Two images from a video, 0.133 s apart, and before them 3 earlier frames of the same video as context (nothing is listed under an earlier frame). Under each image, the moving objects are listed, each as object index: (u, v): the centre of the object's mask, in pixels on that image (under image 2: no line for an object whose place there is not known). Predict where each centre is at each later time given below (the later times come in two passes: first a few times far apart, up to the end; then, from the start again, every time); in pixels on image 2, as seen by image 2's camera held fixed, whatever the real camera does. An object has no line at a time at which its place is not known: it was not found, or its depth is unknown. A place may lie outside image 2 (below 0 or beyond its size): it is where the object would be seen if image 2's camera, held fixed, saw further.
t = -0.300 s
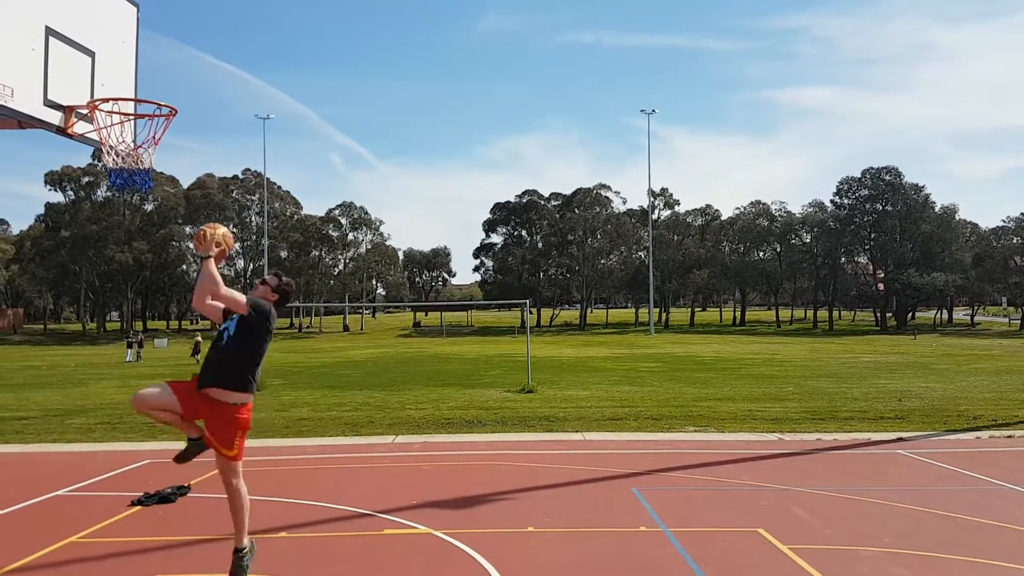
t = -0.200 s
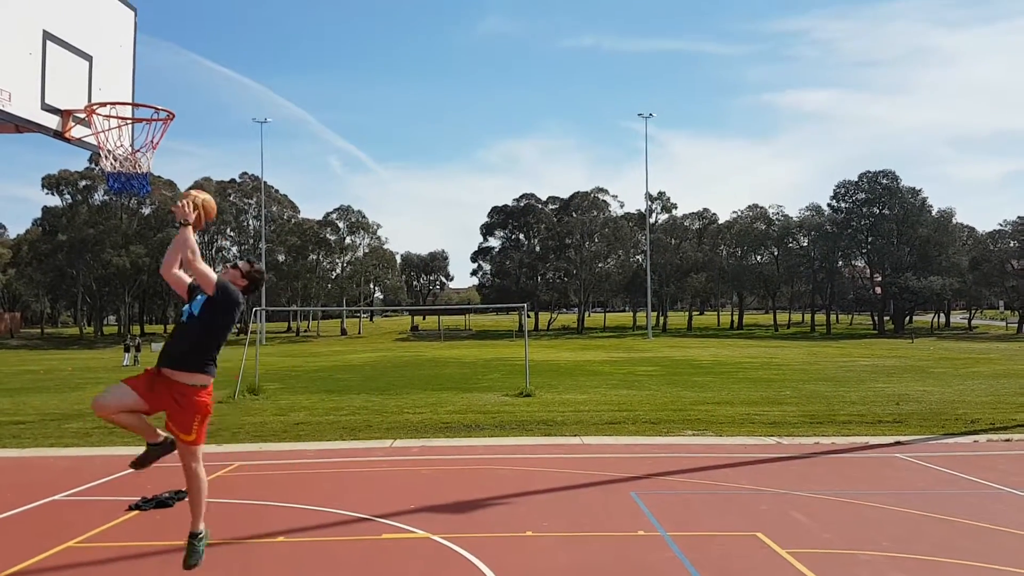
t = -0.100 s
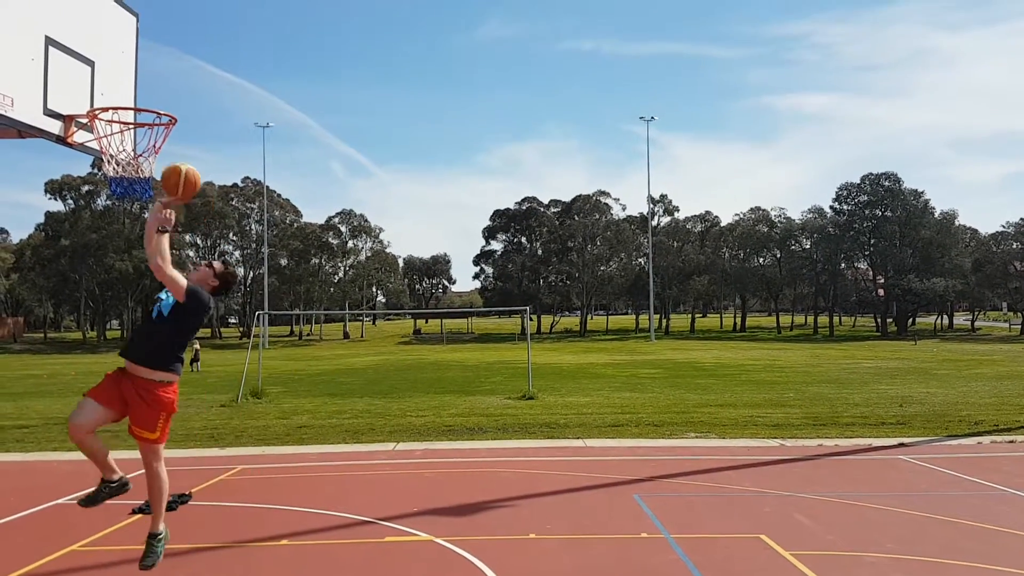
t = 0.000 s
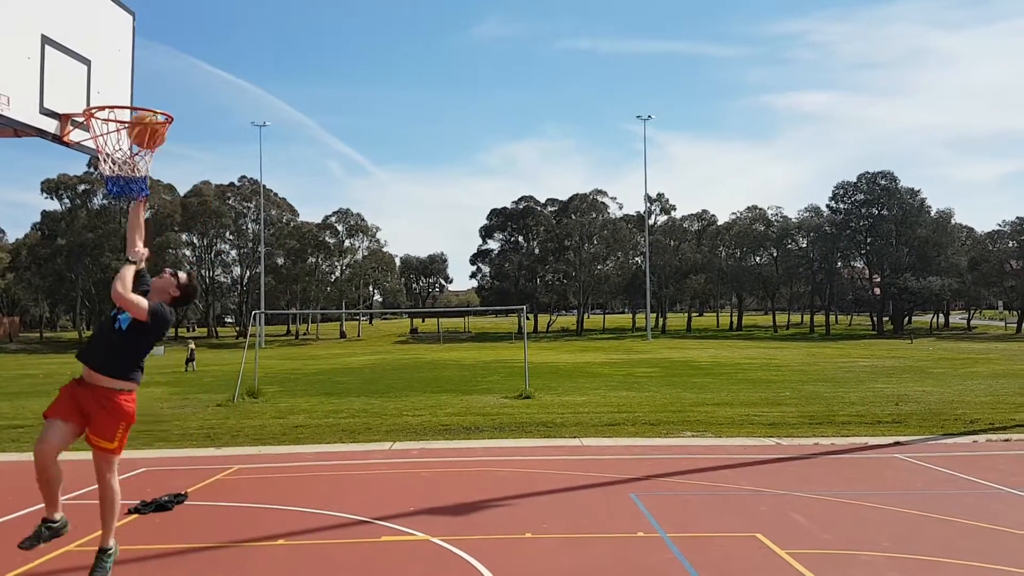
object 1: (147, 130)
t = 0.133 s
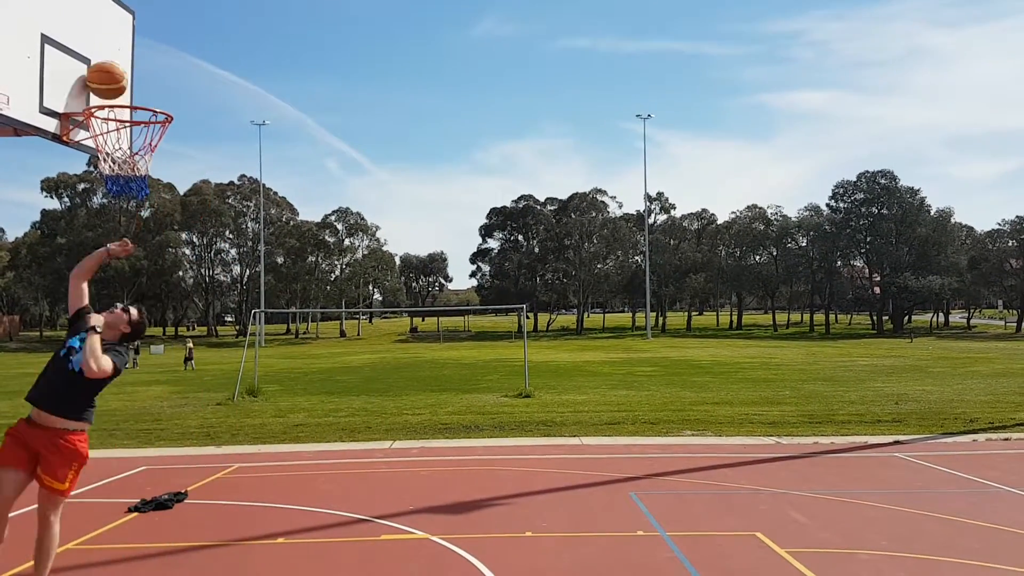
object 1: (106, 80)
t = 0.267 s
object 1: (128, 76)
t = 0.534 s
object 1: (110, 116)
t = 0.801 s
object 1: (151, 184)
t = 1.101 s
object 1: (181, 346)
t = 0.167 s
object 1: (113, 77)
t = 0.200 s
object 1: (118, 75)
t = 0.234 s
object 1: (123, 75)
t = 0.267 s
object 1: (128, 76)
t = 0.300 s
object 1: (134, 80)
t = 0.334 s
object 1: (140, 85)
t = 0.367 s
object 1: (144, 90)
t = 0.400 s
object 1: (148, 101)
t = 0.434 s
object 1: (141, 104)
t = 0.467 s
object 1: (133, 106)
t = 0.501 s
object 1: (122, 110)
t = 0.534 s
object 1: (110, 116)
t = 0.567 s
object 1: (109, 121)
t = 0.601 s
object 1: (118, 127)
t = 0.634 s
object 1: (126, 135)
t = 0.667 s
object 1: (132, 144)
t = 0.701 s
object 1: (140, 156)
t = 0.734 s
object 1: (146, 165)
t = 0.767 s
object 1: (149, 174)
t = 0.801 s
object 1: (151, 184)
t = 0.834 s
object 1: (155, 193)
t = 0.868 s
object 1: (159, 204)
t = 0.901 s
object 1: (163, 219)
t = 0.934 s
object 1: (166, 235)
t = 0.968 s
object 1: (168, 254)
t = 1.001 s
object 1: (171, 274)
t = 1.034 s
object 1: (175, 296)
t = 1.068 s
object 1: (178, 320)
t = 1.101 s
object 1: (181, 346)
